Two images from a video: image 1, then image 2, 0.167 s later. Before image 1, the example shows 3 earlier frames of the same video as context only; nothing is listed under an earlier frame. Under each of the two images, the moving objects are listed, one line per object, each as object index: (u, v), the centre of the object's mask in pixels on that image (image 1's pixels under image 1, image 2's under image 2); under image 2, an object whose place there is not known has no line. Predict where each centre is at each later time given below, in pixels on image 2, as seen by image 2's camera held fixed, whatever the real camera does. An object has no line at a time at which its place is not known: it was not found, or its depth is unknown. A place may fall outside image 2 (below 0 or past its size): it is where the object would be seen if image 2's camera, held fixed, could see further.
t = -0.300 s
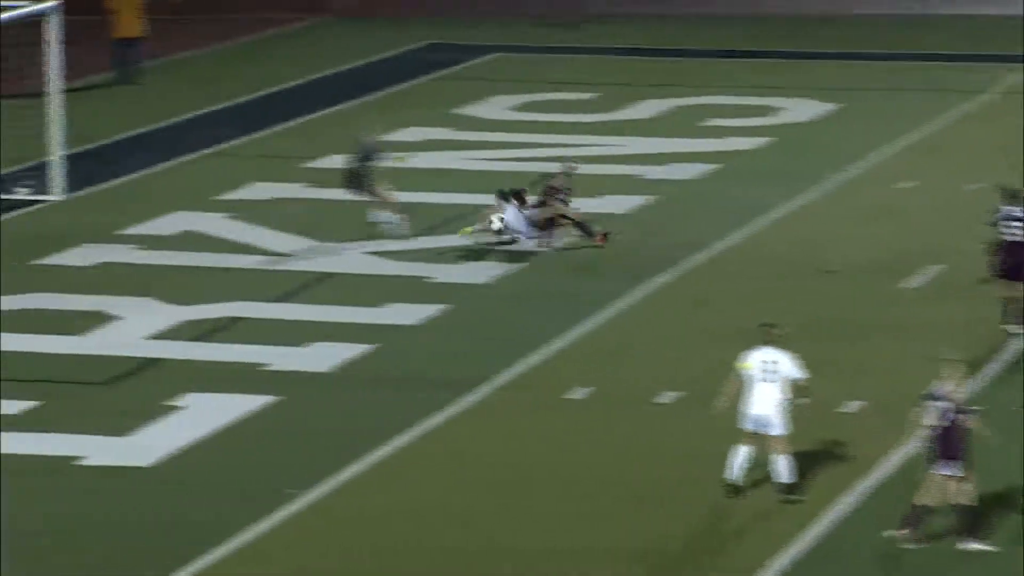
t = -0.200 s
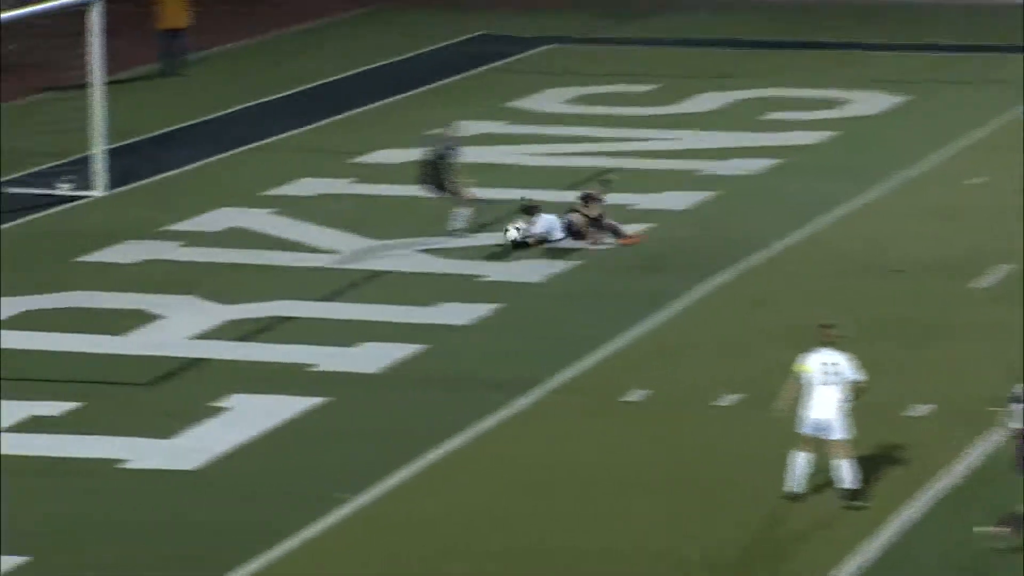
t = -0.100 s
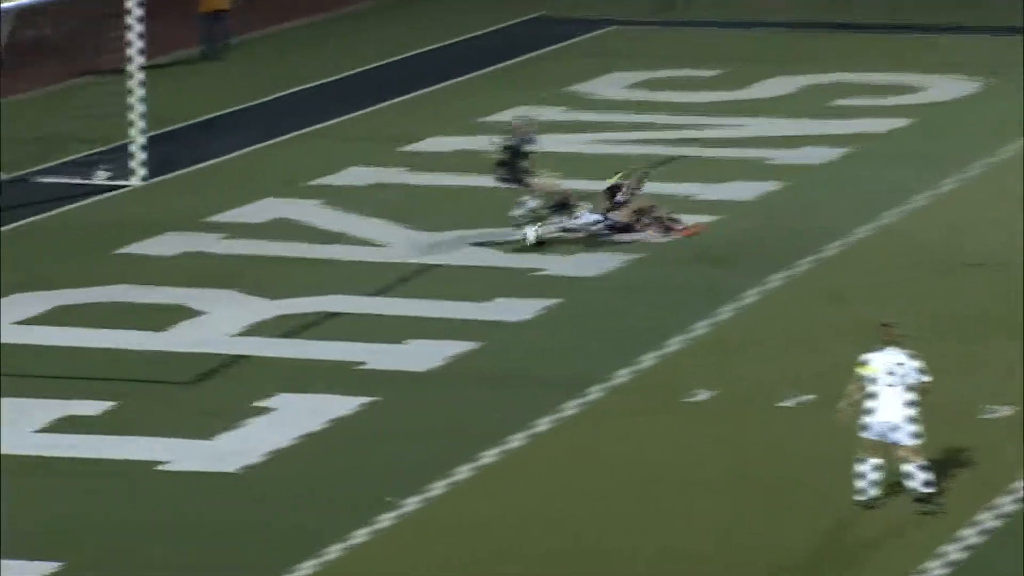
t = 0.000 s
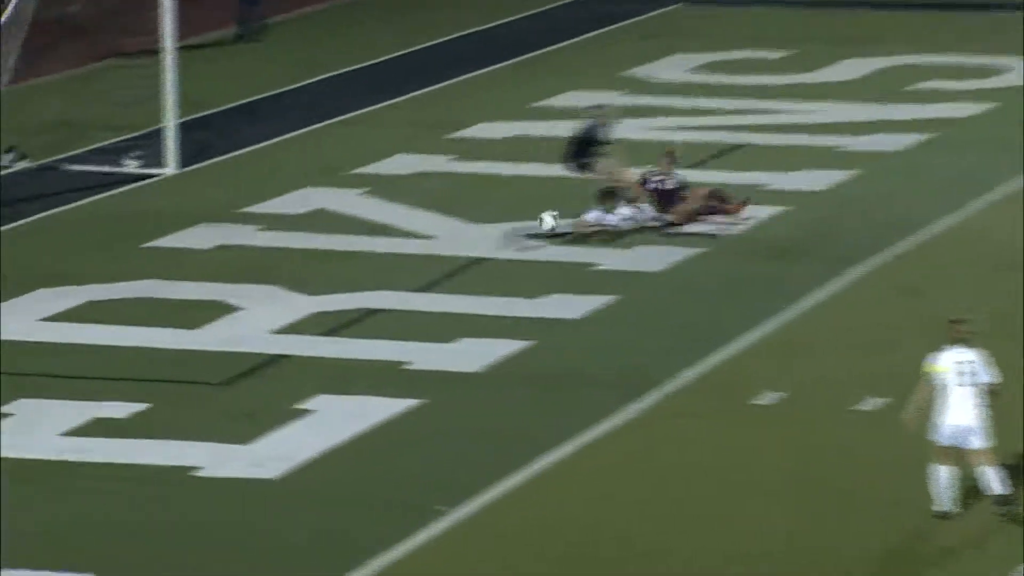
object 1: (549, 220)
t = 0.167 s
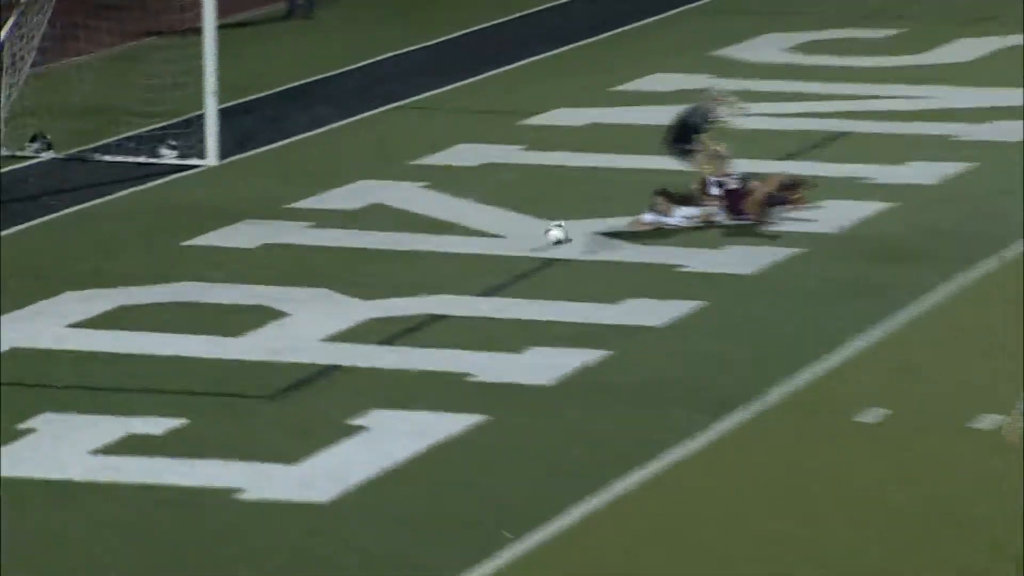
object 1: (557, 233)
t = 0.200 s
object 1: (544, 233)
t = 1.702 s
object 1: (92, 241)
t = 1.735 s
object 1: (83, 240)
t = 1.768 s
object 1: (75, 241)
